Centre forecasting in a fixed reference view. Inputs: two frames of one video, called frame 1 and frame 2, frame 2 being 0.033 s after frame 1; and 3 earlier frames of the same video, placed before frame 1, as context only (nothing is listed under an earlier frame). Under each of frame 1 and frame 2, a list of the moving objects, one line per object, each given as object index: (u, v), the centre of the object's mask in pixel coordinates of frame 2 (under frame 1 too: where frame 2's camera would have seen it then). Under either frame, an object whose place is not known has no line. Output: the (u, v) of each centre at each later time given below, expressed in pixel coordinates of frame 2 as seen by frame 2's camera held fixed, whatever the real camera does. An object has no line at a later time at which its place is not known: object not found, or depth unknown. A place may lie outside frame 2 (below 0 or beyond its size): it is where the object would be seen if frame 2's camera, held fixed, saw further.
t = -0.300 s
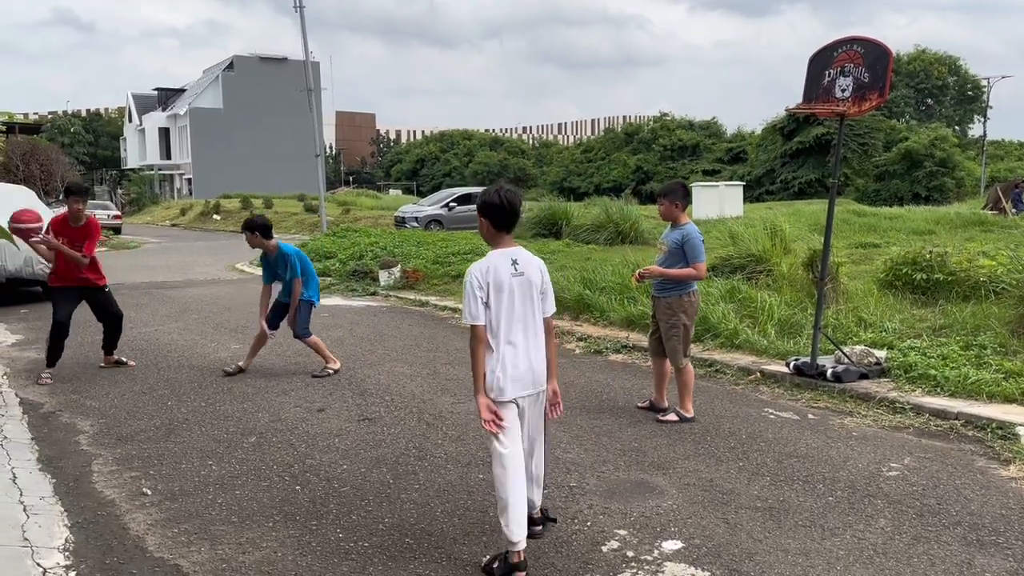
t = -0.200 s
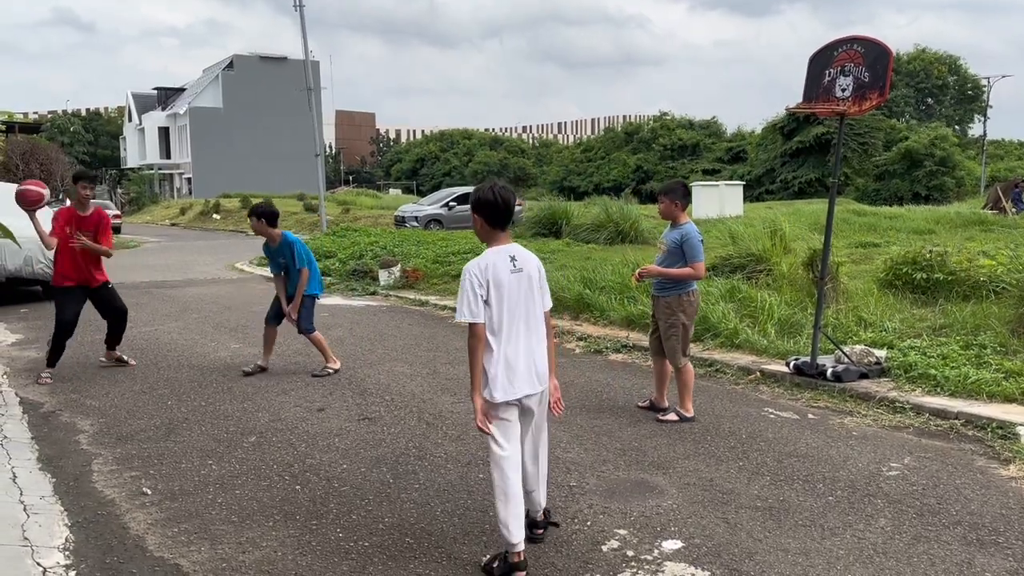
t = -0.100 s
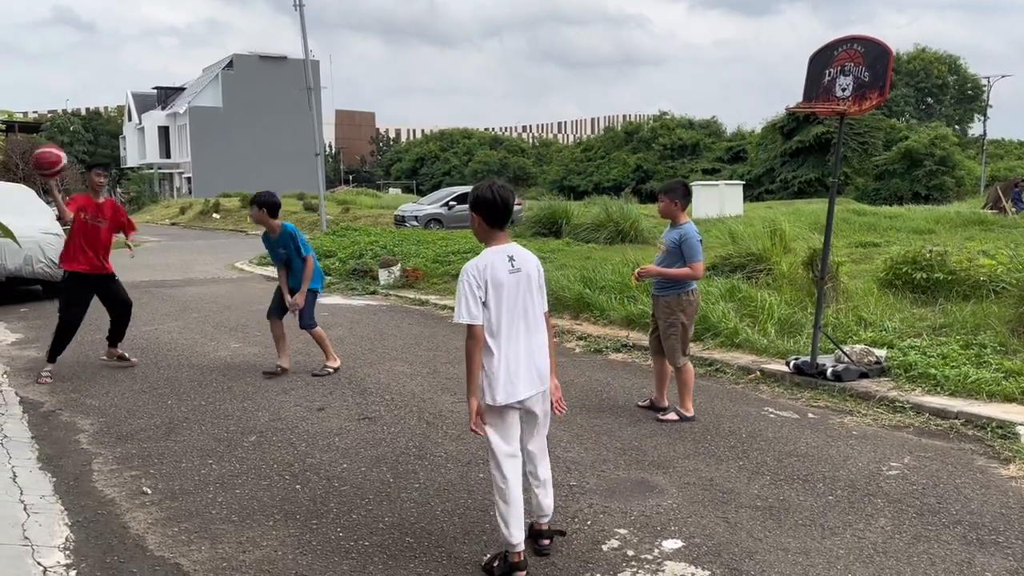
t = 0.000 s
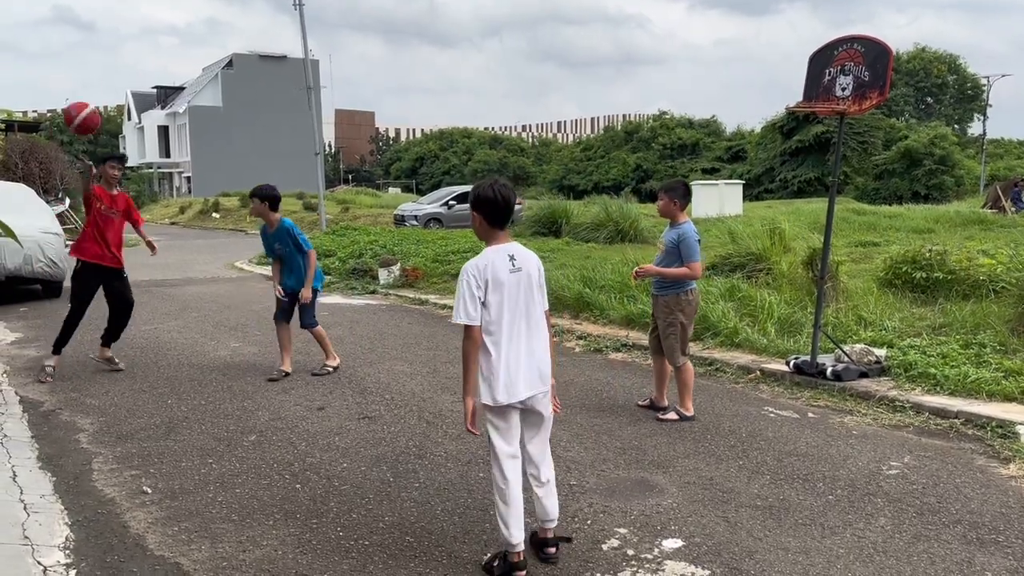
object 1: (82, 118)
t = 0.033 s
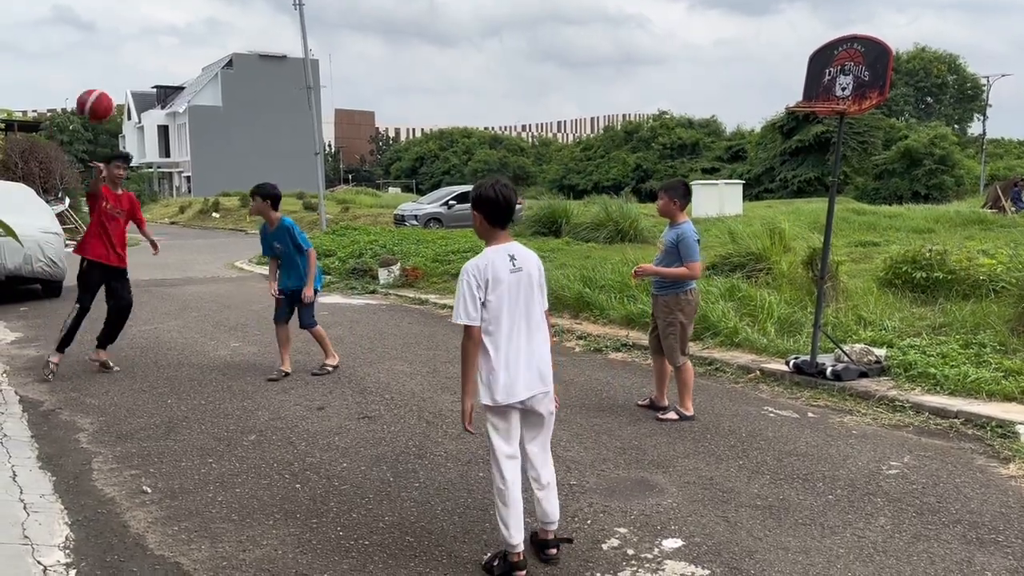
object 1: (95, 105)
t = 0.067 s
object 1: (109, 95)
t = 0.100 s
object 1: (124, 86)
